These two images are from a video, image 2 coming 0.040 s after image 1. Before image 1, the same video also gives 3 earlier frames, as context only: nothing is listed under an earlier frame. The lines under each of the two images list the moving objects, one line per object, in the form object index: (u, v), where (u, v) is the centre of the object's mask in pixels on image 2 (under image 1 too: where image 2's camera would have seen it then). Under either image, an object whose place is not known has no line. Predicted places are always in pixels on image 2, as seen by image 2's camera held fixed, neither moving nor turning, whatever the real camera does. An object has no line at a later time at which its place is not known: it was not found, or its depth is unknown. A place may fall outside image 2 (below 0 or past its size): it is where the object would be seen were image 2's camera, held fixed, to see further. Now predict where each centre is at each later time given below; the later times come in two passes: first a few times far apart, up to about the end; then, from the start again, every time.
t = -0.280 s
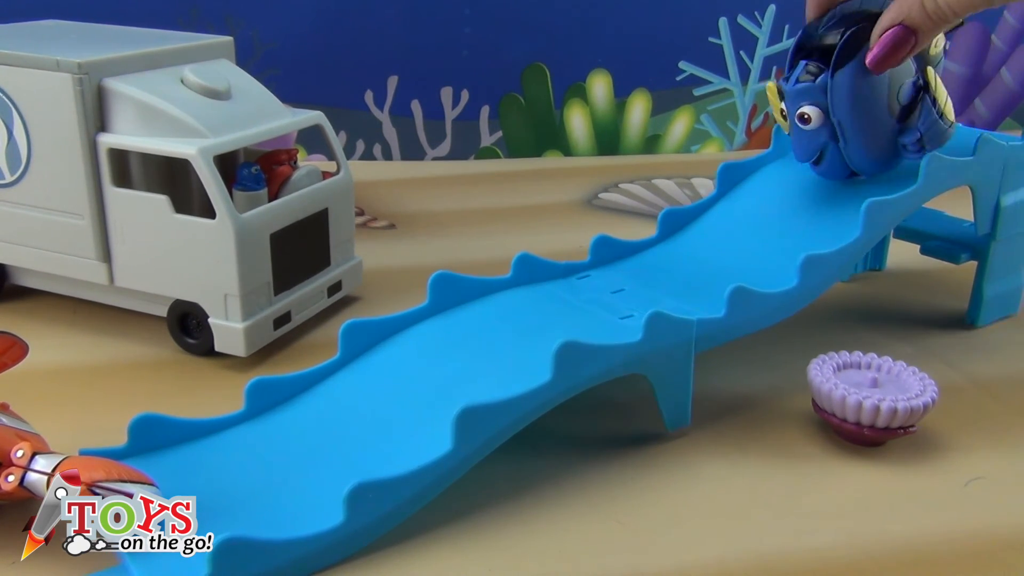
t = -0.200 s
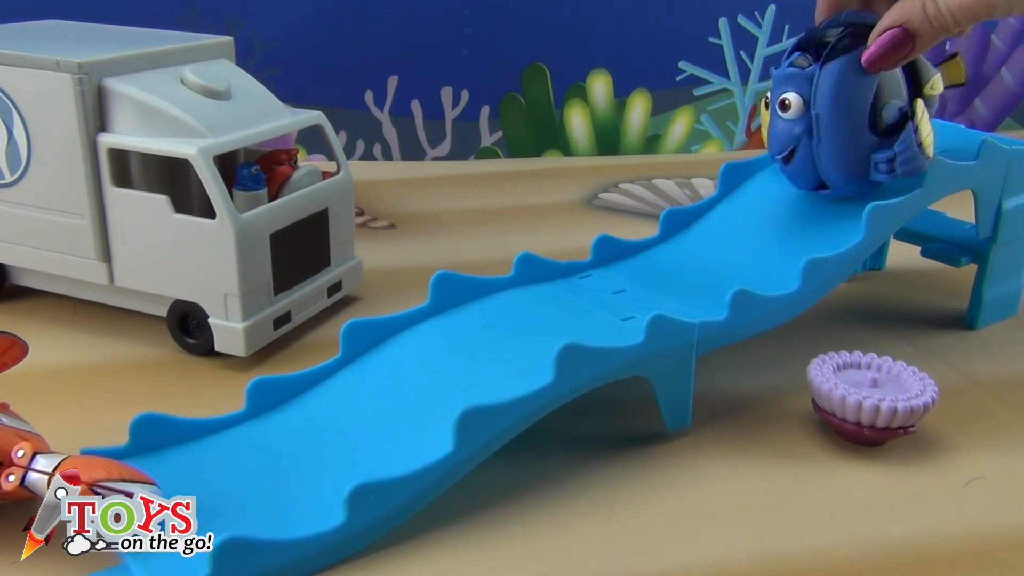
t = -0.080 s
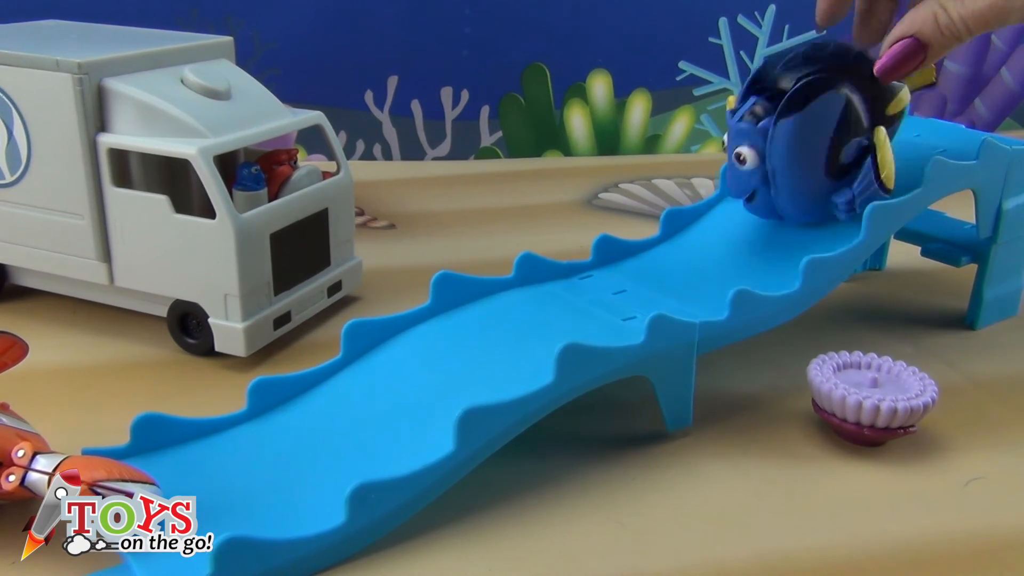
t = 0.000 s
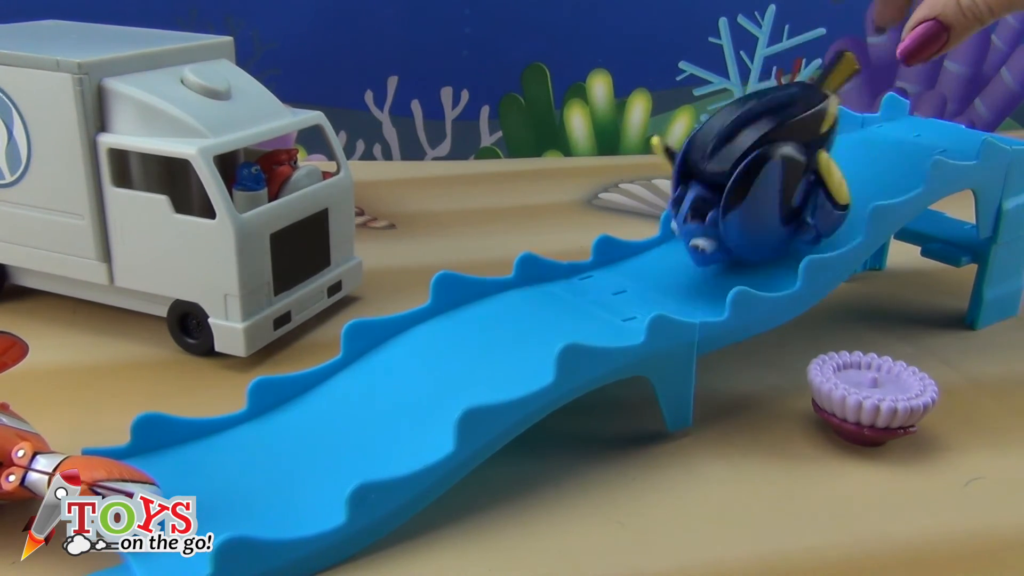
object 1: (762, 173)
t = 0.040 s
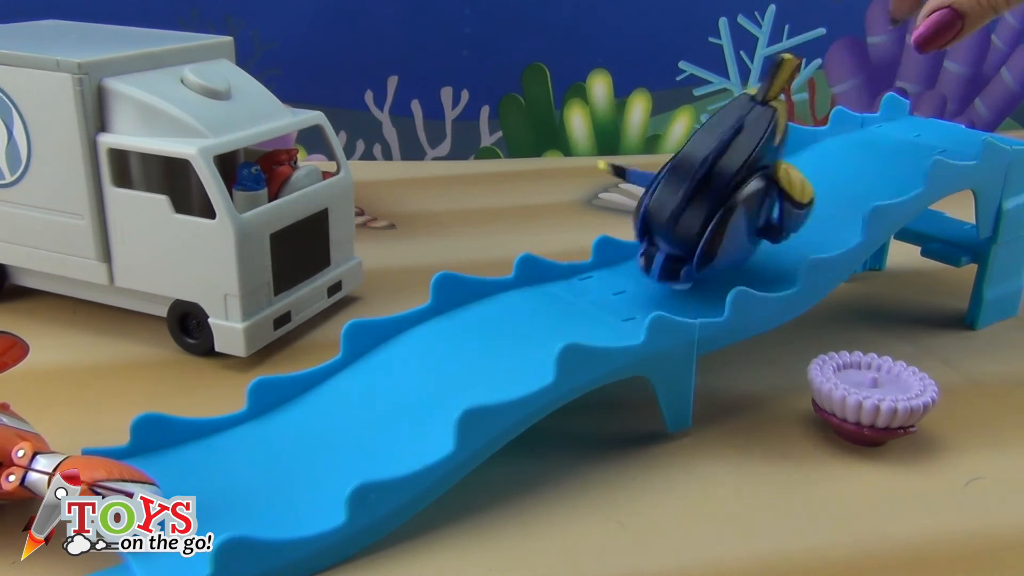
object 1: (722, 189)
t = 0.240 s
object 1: (537, 248)
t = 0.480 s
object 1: (334, 375)
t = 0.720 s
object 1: (121, 438)
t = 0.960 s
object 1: (116, 443)
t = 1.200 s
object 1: (116, 443)
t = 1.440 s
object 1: (116, 443)
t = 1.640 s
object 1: (116, 443)
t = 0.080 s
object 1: (672, 211)
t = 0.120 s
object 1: (638, 210)
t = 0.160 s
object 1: (599, 227)
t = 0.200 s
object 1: (569, 234)
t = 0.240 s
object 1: (537, 248)
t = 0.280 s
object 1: (504, 272)
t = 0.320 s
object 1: (473, 281)
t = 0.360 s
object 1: (443, 296)
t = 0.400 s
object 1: (405, 312)
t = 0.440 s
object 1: (374, 339)
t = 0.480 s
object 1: (334, 375)
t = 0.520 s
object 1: (283, 406)
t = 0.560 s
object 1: (238, 413)
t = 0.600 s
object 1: (196, 413)
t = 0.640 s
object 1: (157, 416)
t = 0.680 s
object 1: (133, 422)
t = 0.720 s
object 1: (121, 438)
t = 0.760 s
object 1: (117, 442)
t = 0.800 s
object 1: (116, 442)
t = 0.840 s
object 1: (116, 443)
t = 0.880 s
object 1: (116, 443)
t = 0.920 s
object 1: (116, 443)
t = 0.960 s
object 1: (116, 443)
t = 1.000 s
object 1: (116, 443)
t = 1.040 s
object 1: (116, 443)
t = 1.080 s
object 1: (116, 443)
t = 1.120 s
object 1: (116, 443)
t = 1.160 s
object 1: (116, 443)
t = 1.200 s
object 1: (116, 443)
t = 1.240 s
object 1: (116, 443)
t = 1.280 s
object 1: (116, 443)
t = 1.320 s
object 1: (116, 443)
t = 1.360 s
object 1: (116, 443)
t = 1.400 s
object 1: (116, 443)
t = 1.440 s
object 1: (116, 443)
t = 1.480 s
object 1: (116, 443)
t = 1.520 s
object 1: (116, 443)
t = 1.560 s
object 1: (116, 443)
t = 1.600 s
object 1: (116, 443)
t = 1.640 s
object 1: (116, 443)
